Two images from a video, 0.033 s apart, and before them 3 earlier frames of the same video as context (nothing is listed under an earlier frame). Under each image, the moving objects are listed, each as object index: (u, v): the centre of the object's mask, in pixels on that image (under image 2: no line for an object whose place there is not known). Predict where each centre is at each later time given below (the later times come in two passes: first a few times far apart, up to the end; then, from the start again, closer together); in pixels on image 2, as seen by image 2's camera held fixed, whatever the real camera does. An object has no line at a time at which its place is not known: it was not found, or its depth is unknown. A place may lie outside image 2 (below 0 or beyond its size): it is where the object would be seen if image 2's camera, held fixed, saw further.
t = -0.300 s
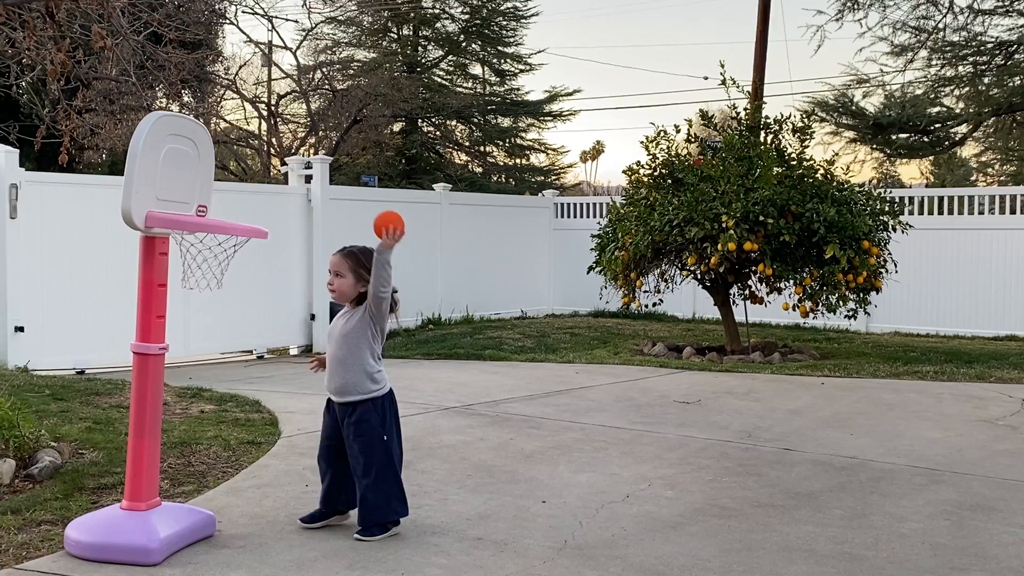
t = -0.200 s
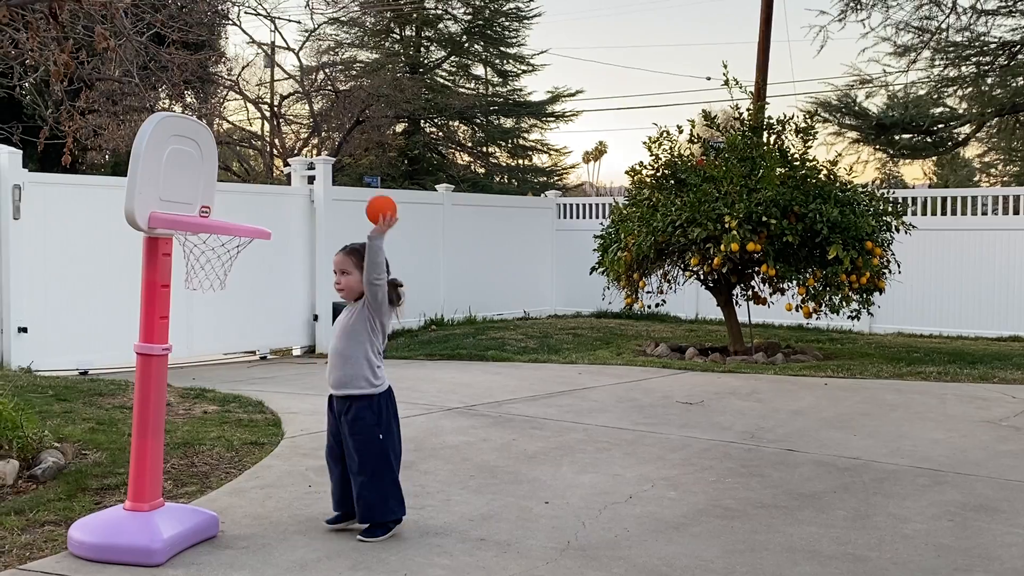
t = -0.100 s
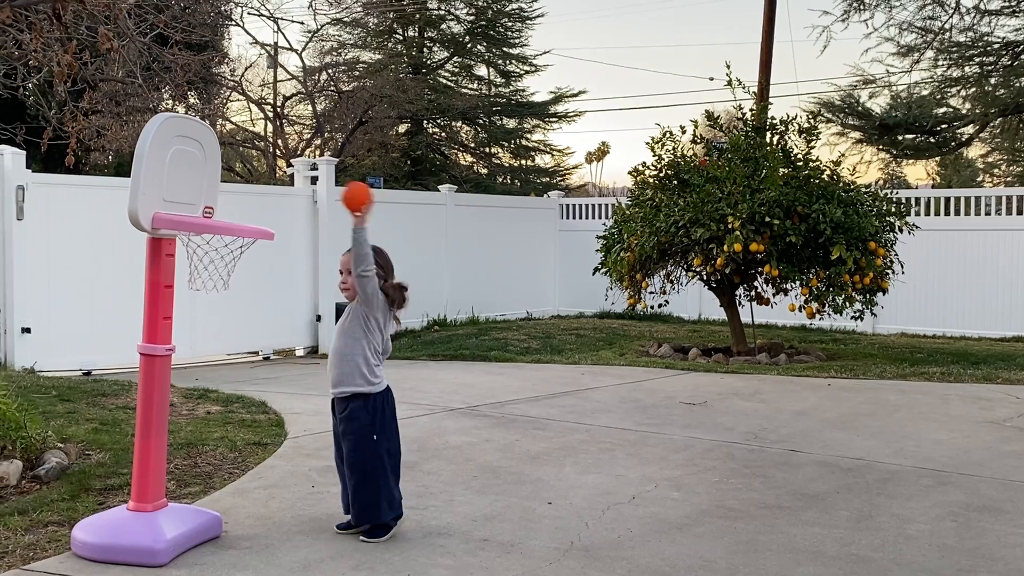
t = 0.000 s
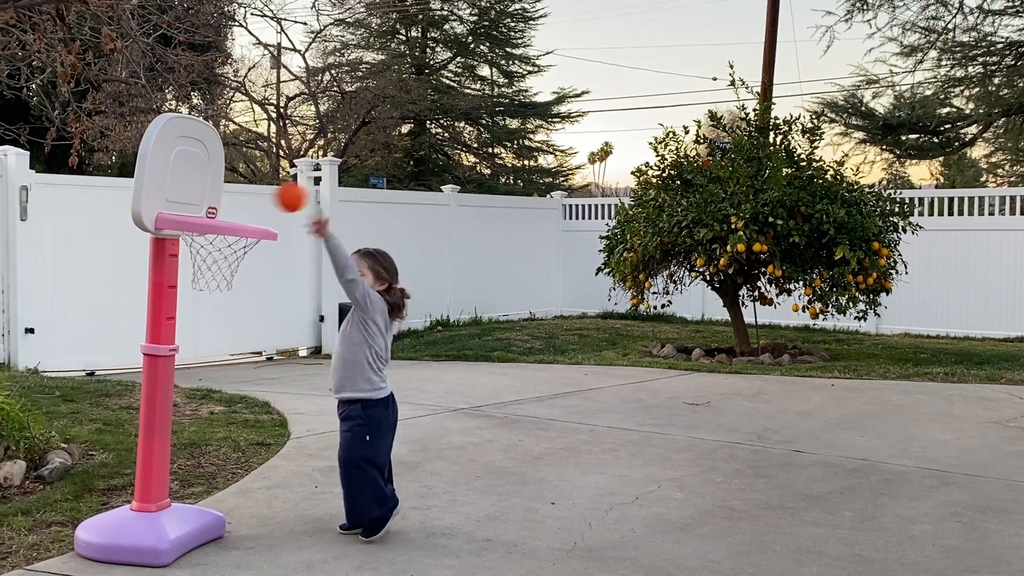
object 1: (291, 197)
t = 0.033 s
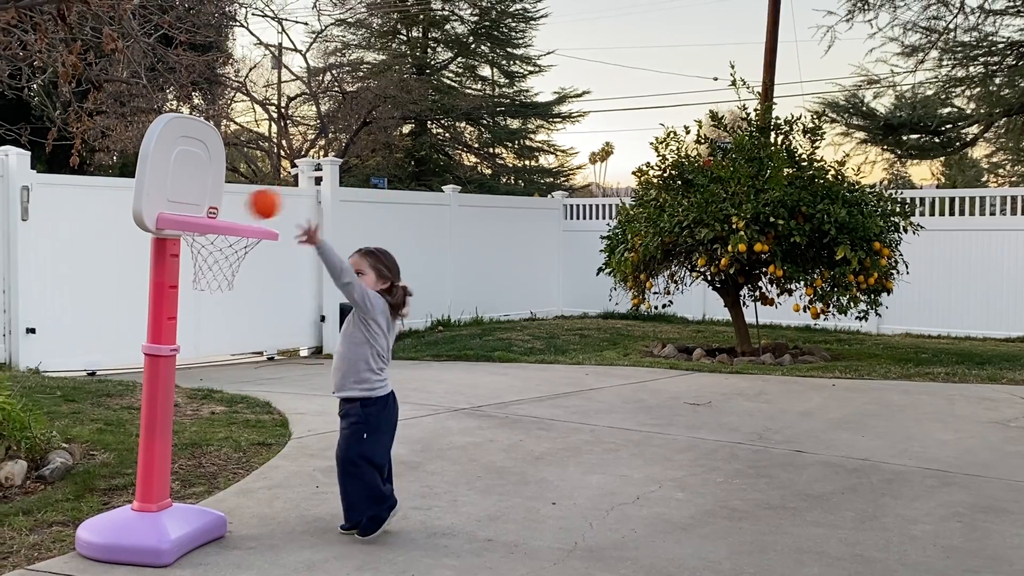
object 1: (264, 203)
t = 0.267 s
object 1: (206, 315)
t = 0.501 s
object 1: (219, 537)
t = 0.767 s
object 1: (280, 546)
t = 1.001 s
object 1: (332, 550)
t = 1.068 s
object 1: (348, 551)
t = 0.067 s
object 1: (238, 211)
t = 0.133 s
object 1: (201, 246)
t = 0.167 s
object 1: (201, 259)
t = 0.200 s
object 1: (203, 275)
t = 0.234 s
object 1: (204, 294)
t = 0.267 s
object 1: (206, 315)
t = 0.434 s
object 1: (212, 480)
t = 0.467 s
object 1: (214, 529)
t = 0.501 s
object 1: (219, 537)
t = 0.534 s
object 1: (226, 526)
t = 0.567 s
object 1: (234, 518)
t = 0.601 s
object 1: (241, 514)
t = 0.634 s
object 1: (249, 513)
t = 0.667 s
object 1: (257, 516)
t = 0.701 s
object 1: (265, 522)
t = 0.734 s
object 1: (273, 532)
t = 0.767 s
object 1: (280, 546)
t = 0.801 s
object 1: (287, 544)
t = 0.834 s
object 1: (295, 541)
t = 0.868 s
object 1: (302, 542)
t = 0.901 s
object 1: (309, 546)
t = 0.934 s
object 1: (316, 549)
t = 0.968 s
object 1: (324, 548)
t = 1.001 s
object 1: (332, 550)
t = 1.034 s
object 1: (340, 550)
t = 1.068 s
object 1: (348, 551)
